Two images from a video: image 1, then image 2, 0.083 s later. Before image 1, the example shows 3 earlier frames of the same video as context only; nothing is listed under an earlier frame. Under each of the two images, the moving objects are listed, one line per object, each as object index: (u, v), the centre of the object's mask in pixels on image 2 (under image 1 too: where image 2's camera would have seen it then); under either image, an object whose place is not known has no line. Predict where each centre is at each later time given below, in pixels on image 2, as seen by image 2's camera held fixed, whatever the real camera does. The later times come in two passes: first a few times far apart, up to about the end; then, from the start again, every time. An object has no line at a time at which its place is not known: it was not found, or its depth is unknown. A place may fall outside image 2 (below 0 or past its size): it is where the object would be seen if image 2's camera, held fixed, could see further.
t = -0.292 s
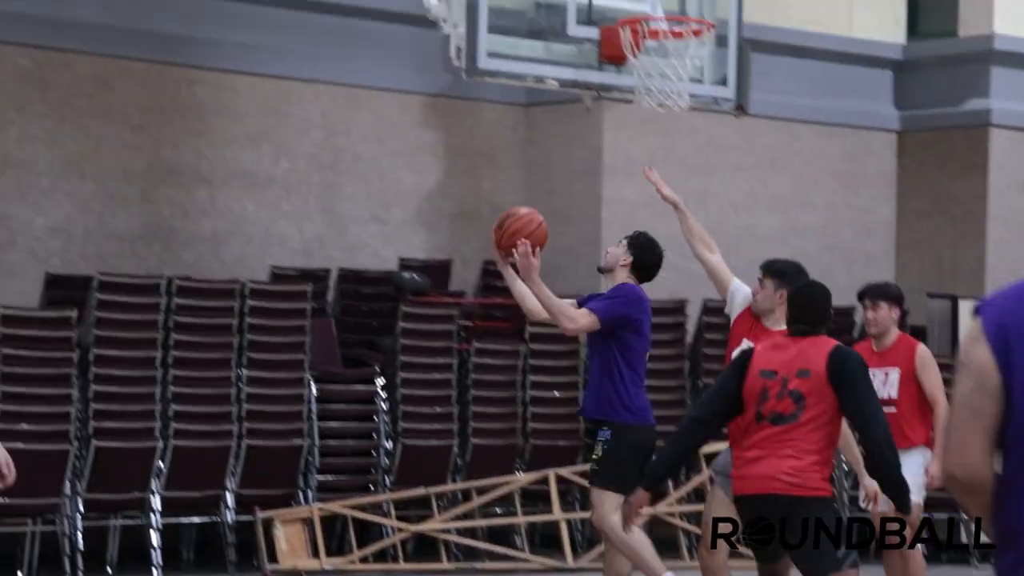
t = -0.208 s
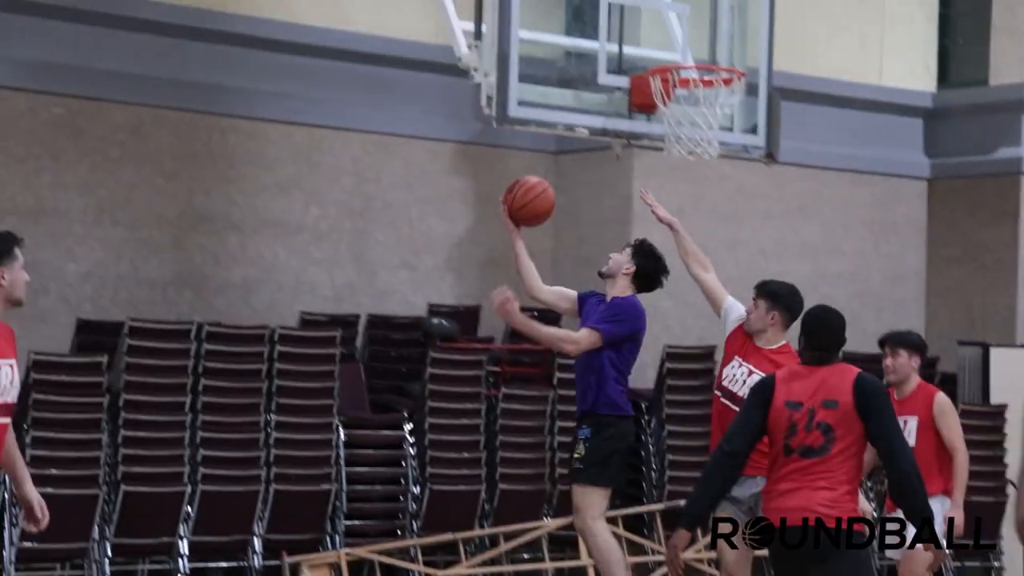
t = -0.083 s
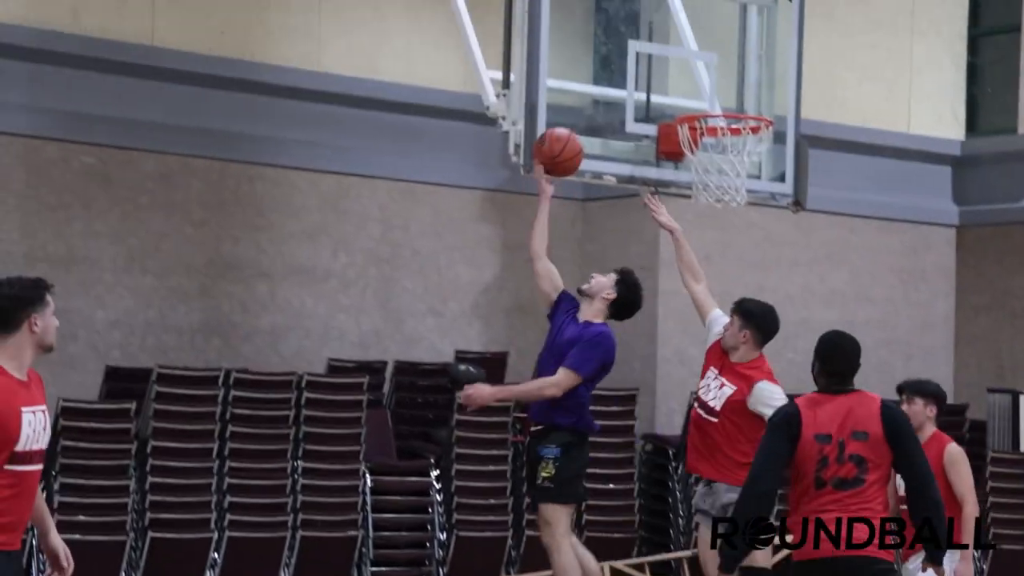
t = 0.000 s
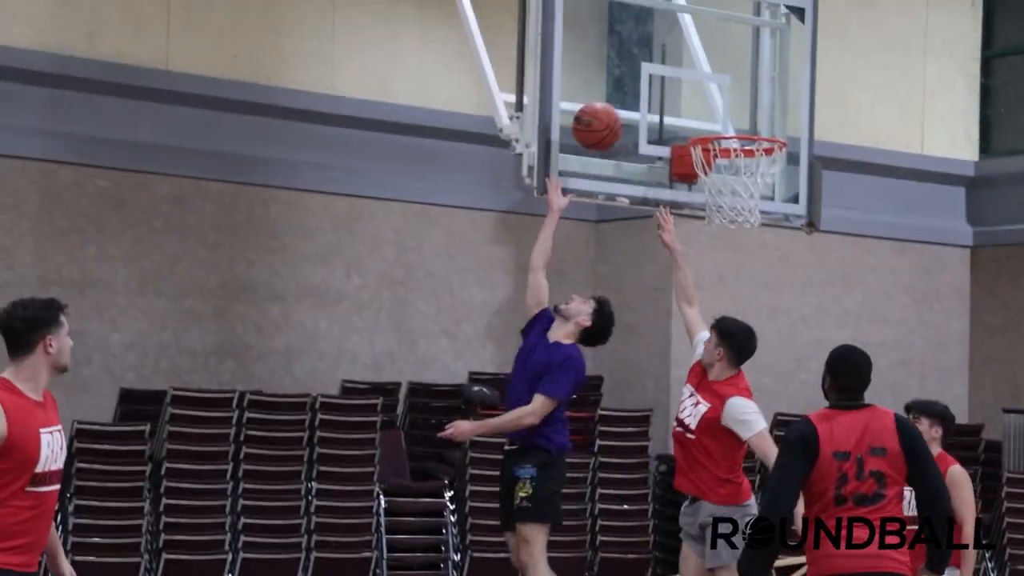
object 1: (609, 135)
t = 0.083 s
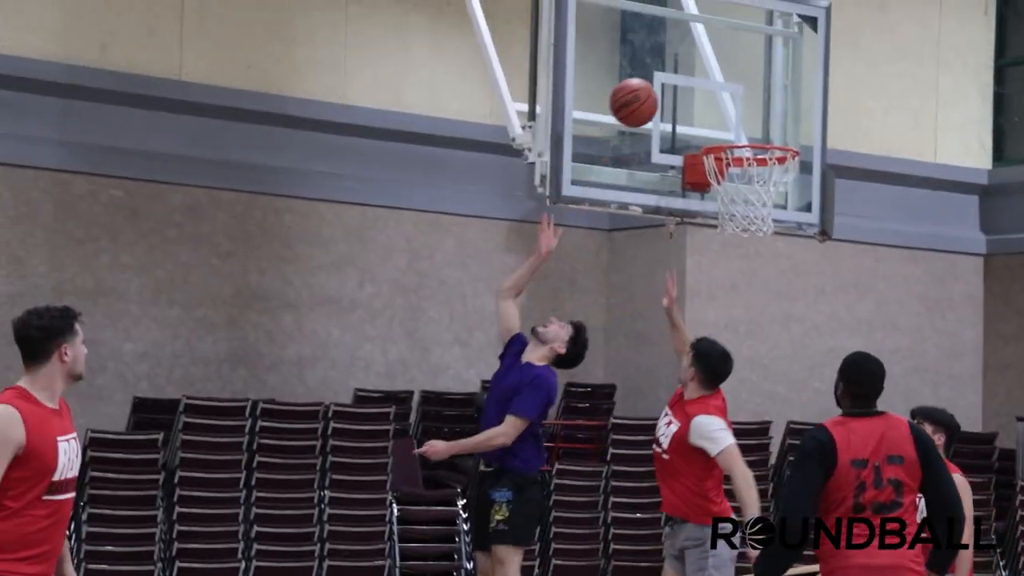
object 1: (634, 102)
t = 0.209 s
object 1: (671, 80)
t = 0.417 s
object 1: (746, 101)
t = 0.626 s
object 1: (782, 100)
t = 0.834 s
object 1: (789, 96)
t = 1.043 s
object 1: (782, 123)
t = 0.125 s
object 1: (645, 93)
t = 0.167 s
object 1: (657, 86)
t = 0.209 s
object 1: (671, 80)
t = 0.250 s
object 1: (686, 78)
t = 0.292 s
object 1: (701, 79)
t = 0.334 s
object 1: (716, 83)
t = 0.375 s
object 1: (731, 90)
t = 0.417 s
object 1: (746, 101)
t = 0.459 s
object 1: (760, 115)
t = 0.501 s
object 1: (775, 129)
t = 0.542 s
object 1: (780, 125)
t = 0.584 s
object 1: (781, 111)
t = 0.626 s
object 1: (782, 100)
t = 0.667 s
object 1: (784, 93)
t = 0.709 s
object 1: (785, 89)
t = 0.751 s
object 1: (786, 88)
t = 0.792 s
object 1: (787, 90)
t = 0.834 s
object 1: (789, 96)
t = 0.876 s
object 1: (789, 105)
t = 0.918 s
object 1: (790, 117)
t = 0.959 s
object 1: (790, 128)
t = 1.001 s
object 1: (786, 124)
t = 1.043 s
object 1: (782, 123)
